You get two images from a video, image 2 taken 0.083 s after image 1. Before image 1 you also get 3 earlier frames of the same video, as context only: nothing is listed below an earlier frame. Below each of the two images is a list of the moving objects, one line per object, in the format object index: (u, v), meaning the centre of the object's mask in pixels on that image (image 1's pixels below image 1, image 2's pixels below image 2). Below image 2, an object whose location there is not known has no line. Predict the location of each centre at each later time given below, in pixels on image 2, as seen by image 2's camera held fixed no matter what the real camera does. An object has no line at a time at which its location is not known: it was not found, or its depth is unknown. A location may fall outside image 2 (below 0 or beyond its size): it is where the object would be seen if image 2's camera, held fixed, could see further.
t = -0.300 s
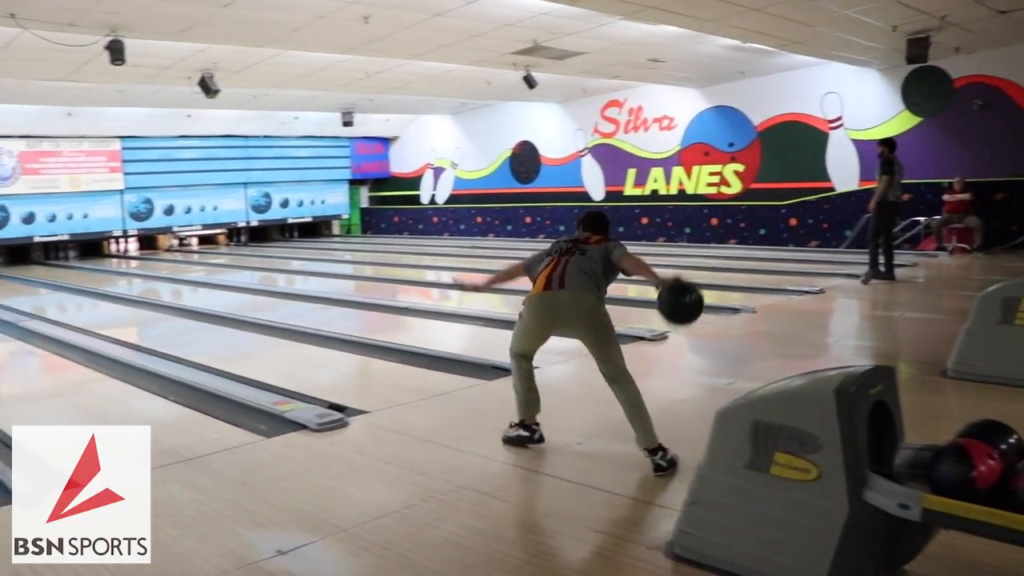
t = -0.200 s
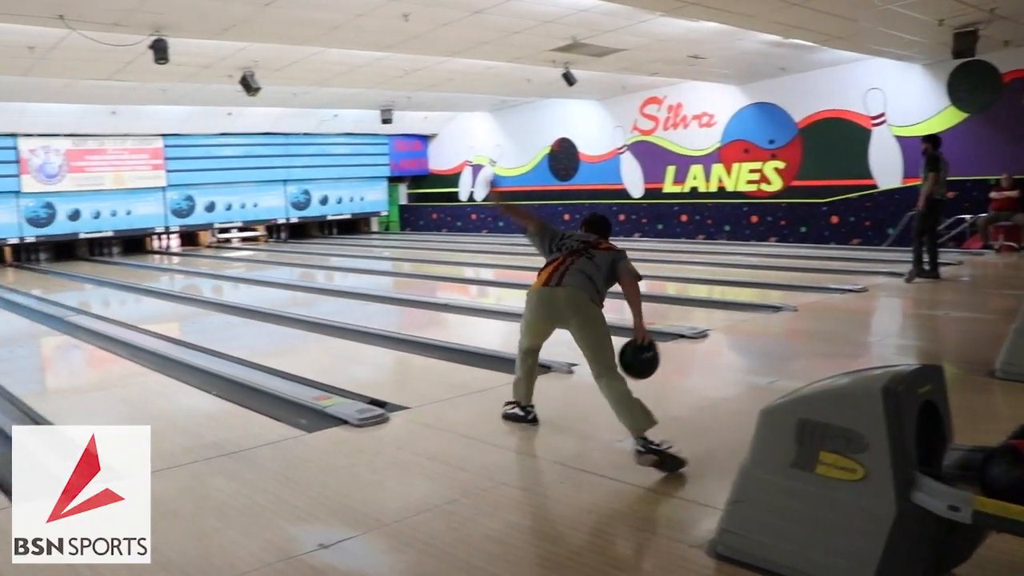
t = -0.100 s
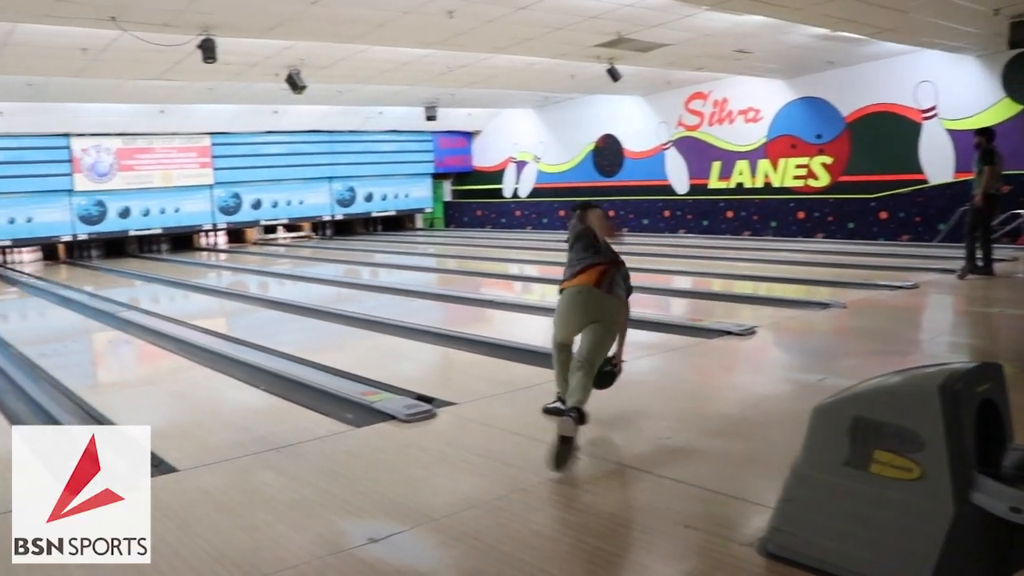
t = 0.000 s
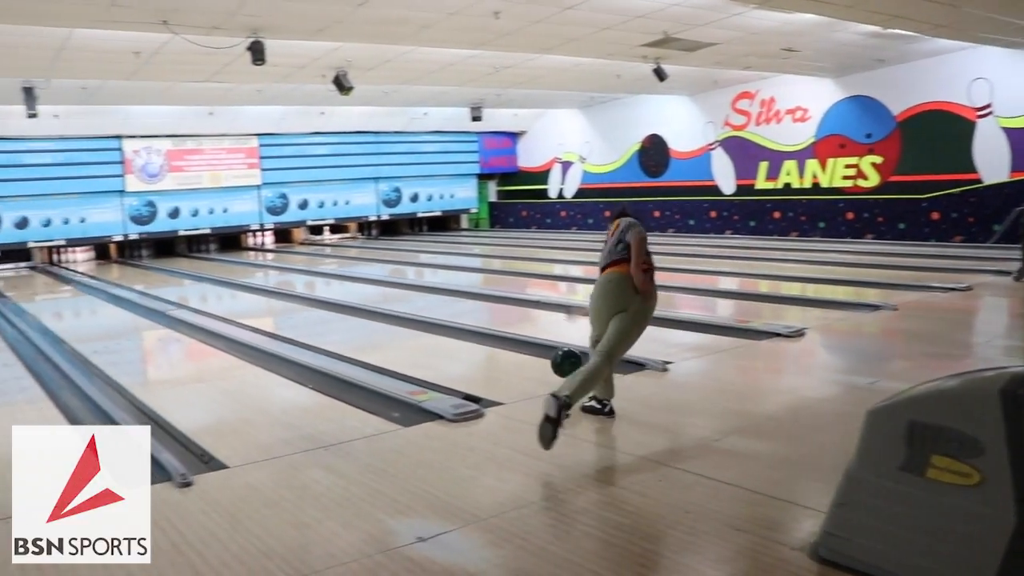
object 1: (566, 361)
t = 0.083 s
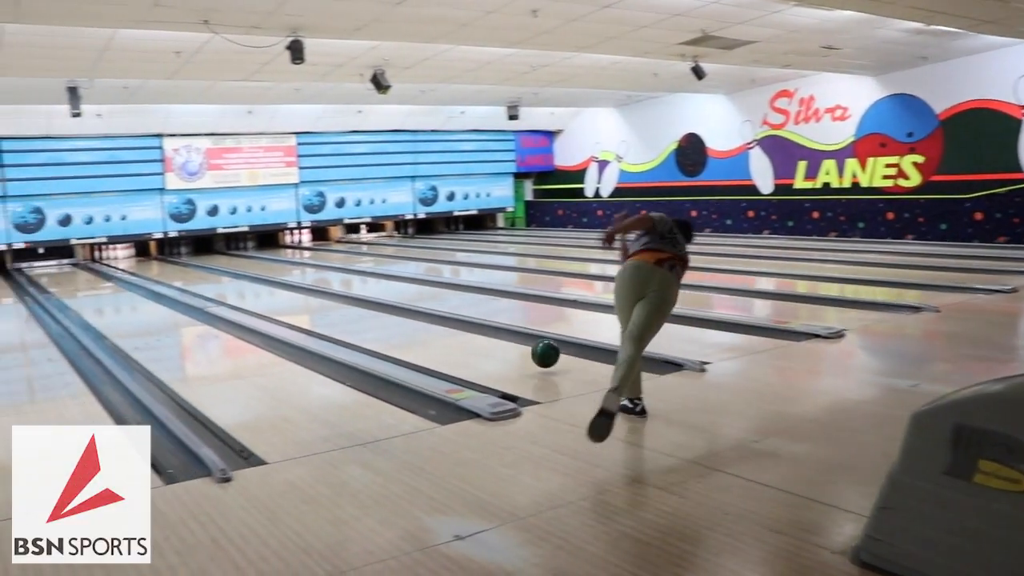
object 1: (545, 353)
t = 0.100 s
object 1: (535, 353)
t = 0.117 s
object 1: (525, 353)
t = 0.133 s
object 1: (516, 350)
